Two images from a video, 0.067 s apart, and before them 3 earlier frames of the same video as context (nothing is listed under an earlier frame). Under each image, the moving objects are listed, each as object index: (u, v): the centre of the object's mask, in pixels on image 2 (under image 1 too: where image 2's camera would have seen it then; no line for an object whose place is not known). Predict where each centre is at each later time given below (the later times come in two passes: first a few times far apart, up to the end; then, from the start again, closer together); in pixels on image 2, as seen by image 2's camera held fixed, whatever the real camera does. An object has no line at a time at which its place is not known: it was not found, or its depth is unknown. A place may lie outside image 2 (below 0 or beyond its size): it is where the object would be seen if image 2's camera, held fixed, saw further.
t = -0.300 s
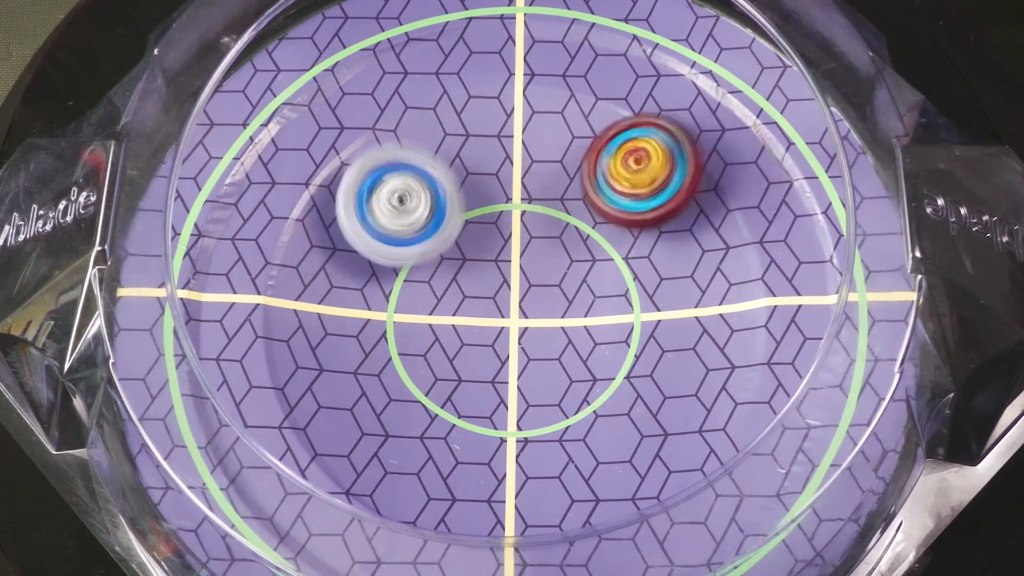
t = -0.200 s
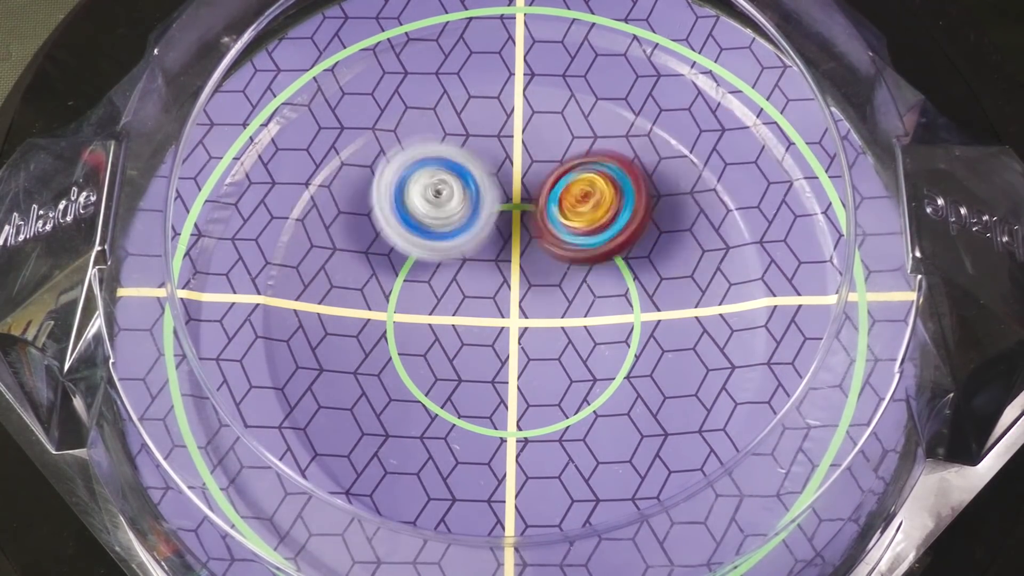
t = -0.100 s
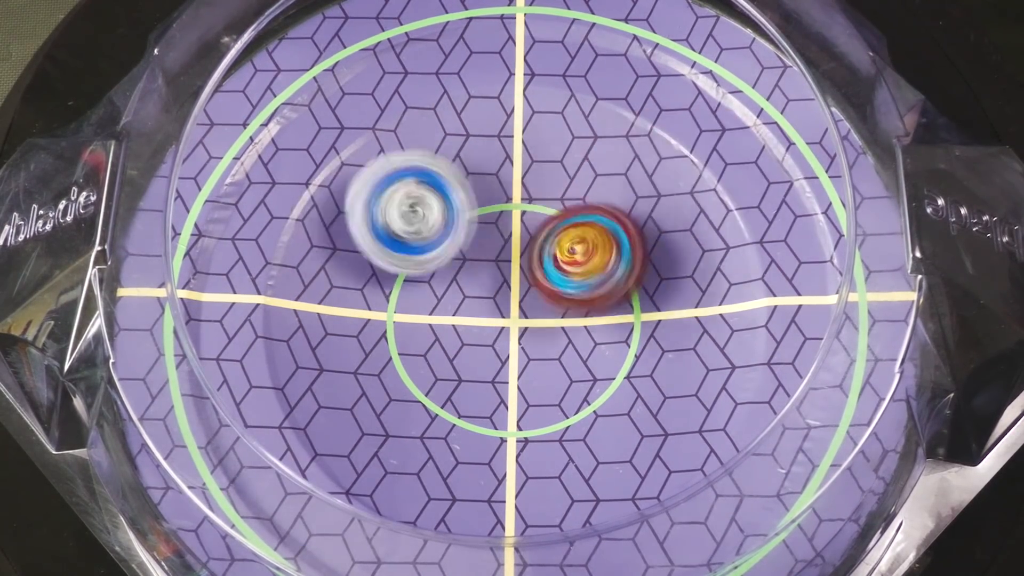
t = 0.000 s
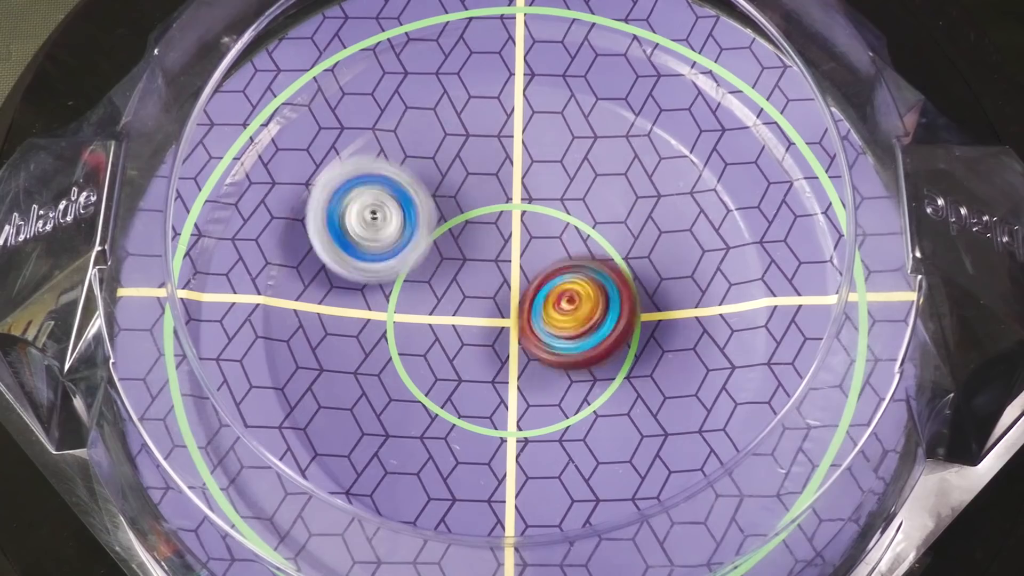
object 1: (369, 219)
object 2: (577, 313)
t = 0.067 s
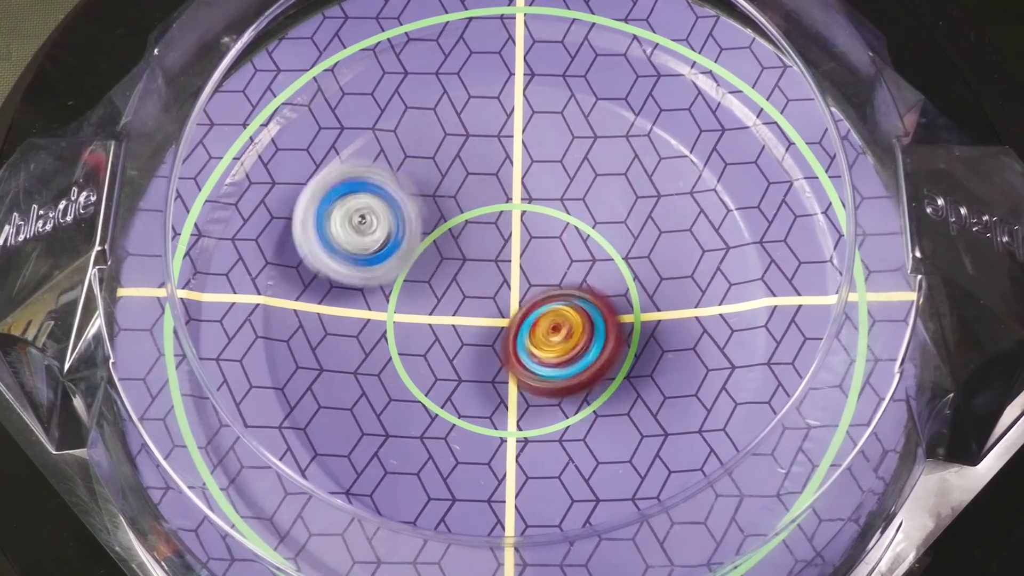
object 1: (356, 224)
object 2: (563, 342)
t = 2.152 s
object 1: (545, 230)
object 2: (550, 363)
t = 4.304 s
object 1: (578, 266)
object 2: (468, 323)
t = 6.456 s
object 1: (517, 245)
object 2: (523, 344)
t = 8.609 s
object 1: (517, 246)
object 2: (523, 343)
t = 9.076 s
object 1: (517, 246)
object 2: (523, 343)
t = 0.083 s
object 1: (355, 228)
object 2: (560, 348)
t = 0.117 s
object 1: (352, 232)
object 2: (554, 362)
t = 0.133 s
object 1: (350, 238)
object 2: (552, 368)
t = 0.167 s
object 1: (351, 244)
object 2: (548, 379)
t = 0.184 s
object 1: (349, 248)
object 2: (546, 385)
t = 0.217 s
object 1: (354, 258)
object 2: (543, 394)
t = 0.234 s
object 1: (354, 261)
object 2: (541, 398)
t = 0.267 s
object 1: (362, 273)
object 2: (537, 405)
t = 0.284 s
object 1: (362, 277)
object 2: (536, 408)
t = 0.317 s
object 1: (372, 285)
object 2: (531, 413)
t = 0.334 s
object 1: (376, 289)
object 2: (529, 414)
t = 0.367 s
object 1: (387, 298)
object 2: (524, 415)
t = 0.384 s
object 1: (395, 300)
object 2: (521, 415)
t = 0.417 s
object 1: (406, 308)
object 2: (515, 412)
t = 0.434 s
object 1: (416, 311)
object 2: (513, 411)
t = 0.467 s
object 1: (426, 315)
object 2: (509, 409)
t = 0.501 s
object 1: (435, 311)
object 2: (509, 410)
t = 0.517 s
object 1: (440, 306)
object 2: (510, 408)
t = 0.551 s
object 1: (446, 299)
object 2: (513, 409)
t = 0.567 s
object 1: (451, 293)
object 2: (516, 409)
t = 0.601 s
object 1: (460, 281)
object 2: (520, 406)
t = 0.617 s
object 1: (465, 279)
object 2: (523, 402)
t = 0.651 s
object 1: (478, 273)
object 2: (527, 394)
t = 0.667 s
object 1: (483, 272)
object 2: (528, 388)
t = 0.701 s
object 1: (496, 265)
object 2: (530, 380)
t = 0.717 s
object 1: (496, 256)
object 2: (533, 379)
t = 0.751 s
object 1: (503, 239)
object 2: (538, 371)
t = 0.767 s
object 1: (509, 230)
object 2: (538, 365)
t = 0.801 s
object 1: (514, 219)
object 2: (537, 354)
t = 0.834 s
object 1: (518, 215)
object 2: (530, 340)
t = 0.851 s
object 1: (524, 212)
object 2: (528, 336)
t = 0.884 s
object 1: (529, 207)
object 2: (517, 324)
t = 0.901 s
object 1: (531, 203)
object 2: (511, 330)
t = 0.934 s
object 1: (537, 182)
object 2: (500, 340)
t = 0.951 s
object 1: (538, 174)
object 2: (495, 344)
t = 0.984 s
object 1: (539, 164)
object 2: (488, 351)
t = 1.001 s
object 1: (542, 162)
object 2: (486, 355)
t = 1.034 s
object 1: (544, 158)
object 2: (481, 362)
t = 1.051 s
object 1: (541, 157)
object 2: (480, 365)
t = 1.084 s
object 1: (542, 155)
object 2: (479, 370)
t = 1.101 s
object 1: (543, 154)
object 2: (481, 372)
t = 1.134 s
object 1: (541, 152)
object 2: (483, 373)
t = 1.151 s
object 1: (539, 154)
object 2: (485, 373)
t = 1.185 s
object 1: (536, 153)
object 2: (489, 370)
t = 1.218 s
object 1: (531, 154)
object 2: (494, 363)
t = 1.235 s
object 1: (528, 154)
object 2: (495, 360)
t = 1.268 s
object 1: (522, 159)
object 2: (497, 349)
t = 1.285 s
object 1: (520, 162)
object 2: (497, 345)
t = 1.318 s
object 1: (514, 170)
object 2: (496, 334)
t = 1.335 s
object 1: (510, 175)
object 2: (495, 328)
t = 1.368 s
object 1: (505, 185)
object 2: (493, 317)
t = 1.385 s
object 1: (504, 189)
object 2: (490, 313)
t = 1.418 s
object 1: (502, 187)
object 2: (483, 316)
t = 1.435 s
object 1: (502, 183)
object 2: (479, 321)
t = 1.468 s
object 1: (502, 180)
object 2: (476, 328)
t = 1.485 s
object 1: (501, 181)
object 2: (475, 332)
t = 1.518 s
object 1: (500, 188)
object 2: (474, 337)
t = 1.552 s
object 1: (498, 196)
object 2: (479, 342)
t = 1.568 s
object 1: (498, 203)
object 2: (480, 344)
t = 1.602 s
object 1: (500, 213)
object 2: (487, 345)
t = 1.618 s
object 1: (497, 218)
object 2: (490, 346)
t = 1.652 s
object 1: (499, 220)
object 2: (497, 353)
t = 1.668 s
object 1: (501, 215)
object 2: (498, 363)
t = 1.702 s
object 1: (506, 206)
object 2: (504, 374)
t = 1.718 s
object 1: (507, 204)
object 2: (507, 378)
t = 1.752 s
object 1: (512, 208)
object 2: (516, 384)
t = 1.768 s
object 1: (514, 213)
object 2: (522, 385)
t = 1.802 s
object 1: (520, 222)
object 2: (531, 389)
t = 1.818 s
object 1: (522, 224)
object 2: (535, 388)
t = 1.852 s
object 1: (526, 233)
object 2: (545, 386)
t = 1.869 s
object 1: (528, 239)
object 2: (548, 383)
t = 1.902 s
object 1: (529, 247)
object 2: (555, 375)
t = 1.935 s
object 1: (531, 255)
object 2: (558, 368)
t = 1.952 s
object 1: (531, 247)
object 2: (559, 372)
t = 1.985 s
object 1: (530, 230)
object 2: (561, 378)
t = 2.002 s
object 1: (526, 223)
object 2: (562, 379)
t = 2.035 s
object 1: (527, 218)
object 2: (561, 379)
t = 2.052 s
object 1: (530, 219)
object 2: (561, 377)
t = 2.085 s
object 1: (535, 221)
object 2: (560, 375)
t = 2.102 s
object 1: (538, 220)
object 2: (557, 373)
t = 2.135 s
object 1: (543, 225)
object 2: (552, 366)
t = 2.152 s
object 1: (545, 230)
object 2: (550, 363)
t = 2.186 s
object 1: (548, 237)
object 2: (544, 357)
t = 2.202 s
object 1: (548, 233)
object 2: (541, 361)
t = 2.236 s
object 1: (547, 228)
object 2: (533, 366)
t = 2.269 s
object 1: (546, 228)
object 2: (527, 366)
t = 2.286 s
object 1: (544, 229)
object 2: (524, 366)
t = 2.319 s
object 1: (543, 232)
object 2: (514, 364)
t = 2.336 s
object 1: (540, 237)
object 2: (512, 362)
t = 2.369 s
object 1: (536, 242)
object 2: (504, 359)
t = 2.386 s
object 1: (535, 243)
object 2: (500, 359)
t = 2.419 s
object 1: (529, 239)
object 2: (489, 362)
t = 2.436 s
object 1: (526, 237)
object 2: (485, 363)
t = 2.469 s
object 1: (523, 234)
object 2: (479, 363)
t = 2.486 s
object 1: (518, 234)
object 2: (476, 363)
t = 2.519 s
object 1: (514, 234)
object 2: (471, 361)
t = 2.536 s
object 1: (513, 235)
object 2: (468, 360)
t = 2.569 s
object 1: (507, 235)
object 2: (463, 355)
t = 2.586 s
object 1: (507, 236)
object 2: (462, 353)
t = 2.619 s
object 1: (502, 238)
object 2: (458, 348)
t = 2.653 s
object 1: (497, 231)
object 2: (455, 346)
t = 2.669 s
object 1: (499, 230)
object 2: (454, 344)
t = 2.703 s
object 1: (501, 228)
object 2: (453, 340)
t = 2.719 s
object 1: (502, 225)
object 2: (452, 337)
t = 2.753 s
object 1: (507, 222)
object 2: (451, 334)
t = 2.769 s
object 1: (509, 218)
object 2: (450, 334)
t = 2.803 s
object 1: (516, 216)
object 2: (451, 333)
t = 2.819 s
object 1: (516, 216)
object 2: (452, 333)
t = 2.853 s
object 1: (523, 219)
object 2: (454, 330)
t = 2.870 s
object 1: (525, 222)
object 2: (455, 330)
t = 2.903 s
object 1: (530, 226)
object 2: (459, 326)
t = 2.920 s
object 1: (534, 229)
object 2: (458, 327)
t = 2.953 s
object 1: (539, 229)
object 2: (457, 331)
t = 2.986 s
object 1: (543, 232)
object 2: (462, 334)
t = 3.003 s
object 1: (543, 238)
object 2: (463, 335)
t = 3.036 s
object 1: (549, 243)
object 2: (469, 337)
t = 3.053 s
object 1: (554, 246)
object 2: (469, 339)
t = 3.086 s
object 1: (557, 245)
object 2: (472, 345)
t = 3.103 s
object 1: (560, 249)
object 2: (476, 346)
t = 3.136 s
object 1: (562, 254)
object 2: (481, 349)
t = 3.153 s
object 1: (567, 258)
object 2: (486, 348)
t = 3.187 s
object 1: (572, 259)
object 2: (488, 352)
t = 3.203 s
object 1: (581, 258)
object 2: (483, 356)
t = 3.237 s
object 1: (584, 257)
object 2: (480, 357)
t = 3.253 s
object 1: (588, 256)
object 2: (481, 356)
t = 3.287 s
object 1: (585, 260)
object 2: (483, 359)
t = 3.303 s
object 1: (589, 262)
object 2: (483, 361)
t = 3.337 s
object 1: (589, 268)
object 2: (479, 362)
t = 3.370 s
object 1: (591, 274)
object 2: (477, 360)
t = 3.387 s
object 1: (592, 278)
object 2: (476, 360)
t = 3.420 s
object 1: (589, 282)
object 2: (475, 356)
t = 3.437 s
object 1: (589, 285)
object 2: (475, 353)
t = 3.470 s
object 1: (584, 291)
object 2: (473, 349)
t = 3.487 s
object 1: (589, 290)
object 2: (462, 352)
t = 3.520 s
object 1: (596, 284)
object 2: (448, 353)
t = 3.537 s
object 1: (596, 283)
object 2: (445, 352)
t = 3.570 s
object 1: (594, 282)
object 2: (444, 350)
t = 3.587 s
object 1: (591, 285)
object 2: (442, 350)
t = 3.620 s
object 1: (589, 287)
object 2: (441, 349)
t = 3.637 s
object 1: (584, 290)
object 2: (439, 348)
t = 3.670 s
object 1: (581, 294)
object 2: (438, 342)
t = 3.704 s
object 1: (575, 300)
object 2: (439, 337)
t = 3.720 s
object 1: (573, 302)
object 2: (441, 333)
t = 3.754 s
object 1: (569, 305)
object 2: (445, 327)
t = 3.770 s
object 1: (566, 306)
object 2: (449, 326)
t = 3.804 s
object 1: (564, 308)
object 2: (452, 325)
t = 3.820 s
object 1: (570, 309)
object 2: (453, 322)
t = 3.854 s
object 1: (575, 301)
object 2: (455, 315)
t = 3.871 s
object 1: (578, 300)
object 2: (456, 312)
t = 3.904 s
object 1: (590, 298)
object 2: (463, 306)
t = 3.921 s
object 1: (594, 296)
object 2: (465, 304)
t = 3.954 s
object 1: (598, 295)
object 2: (463, 299)
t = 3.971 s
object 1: (603, 295)
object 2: (464, 296)
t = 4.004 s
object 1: (611, 289)
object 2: (472, 294)
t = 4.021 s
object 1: (609, 290)
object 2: (474, 295)
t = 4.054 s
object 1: (604, 294)
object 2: (478, 299)
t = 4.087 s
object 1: (603, 291)
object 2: (479, 302)
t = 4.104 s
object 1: (599, 290)
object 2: (479, 303)
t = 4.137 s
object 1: (595, 291)
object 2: (484, 302)
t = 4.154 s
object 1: (596, 290)
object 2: (481, 305)
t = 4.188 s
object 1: (599, 285)
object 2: (477, 308)
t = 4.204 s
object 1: (598, 281)
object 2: (477, 308)
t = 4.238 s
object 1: (590, 277)
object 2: (480, 310)
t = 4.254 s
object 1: (588, 275)
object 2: (480, 313)
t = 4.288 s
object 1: (581, 269)
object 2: (473, 320)
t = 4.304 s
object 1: (578, 266)
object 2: (468, 323)
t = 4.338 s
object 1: (572, 257)
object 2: (460, 324)
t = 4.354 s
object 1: (568, 253)
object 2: (459, 325)
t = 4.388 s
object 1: (558, 247)
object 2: (460, 328)
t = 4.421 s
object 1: (548, 245)
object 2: (457, 331)
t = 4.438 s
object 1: (546, 243)
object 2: (456, 334)
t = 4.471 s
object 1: (540, 242)
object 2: (451, 336)
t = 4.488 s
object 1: (538, 243)
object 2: (450, 336)
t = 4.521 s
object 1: (532, 244)
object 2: (451, 334)
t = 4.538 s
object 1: (530, 244)
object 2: (454, 333)
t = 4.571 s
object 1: (525, 242)
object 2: (459, 334)
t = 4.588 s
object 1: (524, 242)
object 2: (462, 336)
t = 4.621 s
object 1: (522, 241)
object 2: (468, 338)
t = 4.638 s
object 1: (521, 240)
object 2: (471, 338)
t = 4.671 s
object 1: (518, 240)
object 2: (477, 338)
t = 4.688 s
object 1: (517, 239)
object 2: (480, 335)
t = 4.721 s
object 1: (514, 236)
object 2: (490, 330)
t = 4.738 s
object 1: (512, 236)
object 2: (496, 328)
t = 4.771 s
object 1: (508, 237)
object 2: (508, 328)
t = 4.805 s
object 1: (504, 238)
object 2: (520, 330)
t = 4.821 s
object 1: (504, 239)
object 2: (525, 331)
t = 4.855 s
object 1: (506, 239)
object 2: (531, 331)
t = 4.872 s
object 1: (507, 239)
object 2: (533, 331)
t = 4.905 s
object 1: (506, 240)
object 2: (541, 331)
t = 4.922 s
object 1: (506, 240)
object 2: (546, 334)
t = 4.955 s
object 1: (505, 243)
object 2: (552, 339)
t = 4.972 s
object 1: (505, 245)
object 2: (553, 340)
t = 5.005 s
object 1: (506, 248)
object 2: (556, 341)
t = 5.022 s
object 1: (507, 249)
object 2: (557, 341)
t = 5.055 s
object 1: (509, 250)
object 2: (558, 343)
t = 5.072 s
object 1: (511, 250)
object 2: (557, 343)
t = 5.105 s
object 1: (514, 250)
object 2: (558, 344)
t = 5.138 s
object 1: (516, 249)
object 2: (556, 345)
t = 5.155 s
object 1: (516, 248)
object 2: (554, 345)
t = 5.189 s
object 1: (515, 247)
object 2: (547, 345)
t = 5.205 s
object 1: (515, 247)
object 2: (543, 344)
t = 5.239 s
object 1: (514, 246)
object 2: (537, 339)
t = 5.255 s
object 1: (514, 245)
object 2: (536, 337)
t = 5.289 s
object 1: (513, 244)
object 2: (532, 334)
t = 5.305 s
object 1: (513, 242)
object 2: (531, 335)
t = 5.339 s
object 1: (512, 239)
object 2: (529, 334)
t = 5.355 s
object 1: (511, 238)
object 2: (529, 333)
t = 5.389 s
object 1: (509, 238)
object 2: (530, 332)
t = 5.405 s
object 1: (509, 237)
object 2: (530, 333)
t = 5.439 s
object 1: (508, 237)
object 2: (529, 335)
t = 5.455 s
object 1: (508, 237)
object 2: (528, 336)
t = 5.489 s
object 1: (508, 237)
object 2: (526, 333)
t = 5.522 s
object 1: (509, 236)
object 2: (523, 330)
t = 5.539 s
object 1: (509, 235)
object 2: (522, 328)
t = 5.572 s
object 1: (508, 235)
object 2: (520, 330)
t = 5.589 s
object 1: (508, 235)
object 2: (519, 332)
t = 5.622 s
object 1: (509, 237)
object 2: (515, 335)
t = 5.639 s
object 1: (510, 238)
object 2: (513, 339)
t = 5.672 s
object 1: (511, 240)
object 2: (509, 346)
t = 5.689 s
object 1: (512, 240)
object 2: (509, 348)
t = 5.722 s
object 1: (514, 242)
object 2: (509, 352)
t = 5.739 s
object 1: (515, 243)
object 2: (510, 353)
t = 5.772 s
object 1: (518, 243)
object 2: (511, 353)
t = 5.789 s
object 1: (519, 243)
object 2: (512, 353)
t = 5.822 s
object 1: (522, 242)
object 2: (512, 351)
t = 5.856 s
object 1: (521, 243)
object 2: (512, 348)
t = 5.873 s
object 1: (521, 243)
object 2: (513, 347)
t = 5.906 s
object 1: (519, 244)
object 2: (514, 346)
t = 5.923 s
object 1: (519, 245)
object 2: (515, 345)
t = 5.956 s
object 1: (517, 245)
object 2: (516, 344)
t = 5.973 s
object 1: (516, 245)
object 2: (517, 344)
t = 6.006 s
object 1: (516, 245)
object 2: (519, 344)
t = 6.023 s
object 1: (516, 245)
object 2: (519, 344)
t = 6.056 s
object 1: (517, 245)
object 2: (520, 344)
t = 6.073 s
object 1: (518, 245)
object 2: (521, 344)
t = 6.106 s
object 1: (518, 245)
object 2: (522, 344)
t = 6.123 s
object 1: (518, 245)
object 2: (523, 344)
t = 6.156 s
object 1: (518, 245)
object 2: (524, 344)
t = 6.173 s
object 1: (518, 245)
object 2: (524, 344)
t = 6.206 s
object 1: (517, 245)
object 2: (523, 344)
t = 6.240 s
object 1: (516, 245)
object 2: (522, 344)
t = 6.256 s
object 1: (517, 245)
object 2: (522, 344)
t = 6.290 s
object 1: (517, 245)
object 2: (522, 344)
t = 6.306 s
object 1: (517, 245)
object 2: (522, 344)
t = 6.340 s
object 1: (517, 246)
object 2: (522, 344)
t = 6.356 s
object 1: (517, 246)
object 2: (522, 344)
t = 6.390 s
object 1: (517, 246)
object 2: (523, 344)
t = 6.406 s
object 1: (517, 246)
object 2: (523, 344)
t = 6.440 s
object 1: (517, 245)
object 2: (523, 344)
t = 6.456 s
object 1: (517, 245)
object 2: (523, 344)
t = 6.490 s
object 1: (517, 245)
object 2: (523, 344)
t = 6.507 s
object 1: (517, 245)
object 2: (523, 344)
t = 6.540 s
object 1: (517, 246)
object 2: (523, 344)
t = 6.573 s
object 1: (517, 245)
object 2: (523, 344)
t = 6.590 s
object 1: (517, 245)
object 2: (523, 344)
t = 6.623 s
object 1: (517, 246)
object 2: (523, 344)
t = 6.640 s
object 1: (517, 246)
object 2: (523, 344)
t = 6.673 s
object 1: (517, 246)
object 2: (523, 344)
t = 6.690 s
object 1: (517, 246)
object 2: (523, 344)
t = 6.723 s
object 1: (517, 246)
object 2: (523, 344)
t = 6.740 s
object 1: (517, 246)
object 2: (523, 344)
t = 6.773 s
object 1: (517, 246)
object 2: (523, 344)
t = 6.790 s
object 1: (517, 246)
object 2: (523, 344)
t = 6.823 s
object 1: (517, 246)
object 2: (523, 344)
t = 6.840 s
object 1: (517, 246)
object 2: (523, 344)
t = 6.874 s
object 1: (517, 245)
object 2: (523, 343)
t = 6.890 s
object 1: (517, 245)
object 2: (523, 344)
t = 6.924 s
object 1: (517, 246)
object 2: (523, 343)
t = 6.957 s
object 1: (517, 246)
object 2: (523, 344)
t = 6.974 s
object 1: (517, 246)
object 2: (523, 343)
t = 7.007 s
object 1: (517, 246)
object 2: (523, 343)
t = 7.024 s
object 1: (517, 246)
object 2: (523, 343)
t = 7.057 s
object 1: (517, 246)
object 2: (523, 343)
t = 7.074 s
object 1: (517, 245)
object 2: (523, 343)
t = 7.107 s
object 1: (517, 245)
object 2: (523, 343)
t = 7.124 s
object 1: (517, 246)
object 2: (523, 343)
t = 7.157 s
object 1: (517, 246)
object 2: (523, 343)
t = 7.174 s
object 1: (517, 245)
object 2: (523, 343)
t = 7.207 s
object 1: (517, 246)
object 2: (523, 343)
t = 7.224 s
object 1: (517, 246)
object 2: (523, 343)
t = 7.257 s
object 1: (517, 245)
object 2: (523, 343)
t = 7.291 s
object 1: (517, 246)
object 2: (523, 343)
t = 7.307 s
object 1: (517, 245)
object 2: (523, 343)
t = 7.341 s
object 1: (517, 246)
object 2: (523, 343)
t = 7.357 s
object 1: (517, 245)
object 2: (523, 343)
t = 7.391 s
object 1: (517, 245)
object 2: (523, 343)
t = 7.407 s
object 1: (517, 246)
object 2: (523, 343)
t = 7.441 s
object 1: (517, 246)
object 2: (523, 343)
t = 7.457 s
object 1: (517, 246)
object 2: (523, 343)
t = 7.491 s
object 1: (517, 246)
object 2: (523, 343)
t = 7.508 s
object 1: (517, 246)
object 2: (523, 343)
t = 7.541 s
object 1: (517, 246)
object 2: (523, 343)
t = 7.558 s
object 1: (517, 246)
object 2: (523, 343)
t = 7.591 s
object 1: (517, 245)
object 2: (523, 343)
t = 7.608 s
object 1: (517, 245)
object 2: (523, 343)
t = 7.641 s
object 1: (517, 246)
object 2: (523, 343)
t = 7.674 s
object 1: (517, 246)
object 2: (523, 343)
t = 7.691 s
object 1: (517, 246)
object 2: (523, 343)
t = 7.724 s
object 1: (517, 246)
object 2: (523, 343)
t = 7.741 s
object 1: (517, 246)
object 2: (523, 343)
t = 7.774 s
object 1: (517, 246)
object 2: (523, 343)
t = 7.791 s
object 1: (517, 246)
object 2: (523, 343)
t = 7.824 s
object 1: (517, 246)
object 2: (523, 343)
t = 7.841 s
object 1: (517, 246)
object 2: (523, 343)
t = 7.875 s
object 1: (517, 246)
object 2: (523, 343)
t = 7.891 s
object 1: (517, 246)
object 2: (523, 343)
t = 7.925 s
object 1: (517, 246)
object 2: (523, 343)
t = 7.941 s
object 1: (517, 246)
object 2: (523, 343)
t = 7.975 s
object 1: (517, 246)
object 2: (523, 343)
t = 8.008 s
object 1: (517, 246)
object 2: (523, 343)
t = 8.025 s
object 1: (517, 246)
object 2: (523, 343)
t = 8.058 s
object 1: (517, 246)
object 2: (523, 343)
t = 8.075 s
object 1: (517, 246)
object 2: (523, 343)
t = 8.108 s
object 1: (517, 246)
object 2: (523, 343)
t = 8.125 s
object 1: (517, 246)
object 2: (523, 343)
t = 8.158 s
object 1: (517, 246)
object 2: (523, 343)
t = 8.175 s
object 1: (517, 246)
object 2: (523, 343)
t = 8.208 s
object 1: (517, 246)
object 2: (523, 343)
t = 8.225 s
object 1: (517, 246)
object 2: (523, 343)
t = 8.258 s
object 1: (517, 246)
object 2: (523, 343)
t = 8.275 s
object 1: (517, 246)
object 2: (523, 343)
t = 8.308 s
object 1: (517, 246)
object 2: (523, 343)
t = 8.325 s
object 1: (517, 246)
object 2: (523, 343)
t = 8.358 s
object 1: (517, 246)
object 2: (523, 343)
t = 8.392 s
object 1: (517, 246)
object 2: (523, 343)
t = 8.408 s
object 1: (517, 246)
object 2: (523, 343)
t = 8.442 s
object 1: (517, 246)
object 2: (523, 343)
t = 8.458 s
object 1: (517, 246)
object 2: (523, 343)
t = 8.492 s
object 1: (517, 246)
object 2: (523, 343)
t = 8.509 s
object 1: (517, 246)
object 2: (523, 343)
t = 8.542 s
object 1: (517, 246)
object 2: (523, 343)
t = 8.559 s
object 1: (517, 246)
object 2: (523, 343)
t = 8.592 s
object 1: (517, 246)
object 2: (523, 343)
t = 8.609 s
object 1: (517, 246)
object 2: (523, 343)
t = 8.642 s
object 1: (517, 246)
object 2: (523, 343)
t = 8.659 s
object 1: (517, 246)
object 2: (523, 343)
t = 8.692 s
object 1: (517, 246)
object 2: (523, 343)
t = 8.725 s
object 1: (517, 246)
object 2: (523, 343)
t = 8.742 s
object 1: (517, 246)
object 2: (523, 343)
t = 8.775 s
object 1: (517, 246)
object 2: (523, 343)
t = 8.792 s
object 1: (517, 246)
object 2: (523, 343)
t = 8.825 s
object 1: (517, 246)
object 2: (523, 343)
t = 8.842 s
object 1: (517, 246)
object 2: (523, 343)
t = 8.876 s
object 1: (517, 246)
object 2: (523, 343)
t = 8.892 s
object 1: (517, 246)
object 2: (523, 343)
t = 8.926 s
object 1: (517, 246)
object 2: (523, 343)
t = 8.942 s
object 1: (517, 246)
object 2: (523, 343)
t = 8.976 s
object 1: (517, 246)
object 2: (523, 343)
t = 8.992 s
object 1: (517, 246)
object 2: (523, 343)
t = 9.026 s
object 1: (517, 246)
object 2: (523, 343)
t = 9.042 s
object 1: (517, 246)
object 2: (523, 343)
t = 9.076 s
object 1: (517, 246)
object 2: (523, 343)
